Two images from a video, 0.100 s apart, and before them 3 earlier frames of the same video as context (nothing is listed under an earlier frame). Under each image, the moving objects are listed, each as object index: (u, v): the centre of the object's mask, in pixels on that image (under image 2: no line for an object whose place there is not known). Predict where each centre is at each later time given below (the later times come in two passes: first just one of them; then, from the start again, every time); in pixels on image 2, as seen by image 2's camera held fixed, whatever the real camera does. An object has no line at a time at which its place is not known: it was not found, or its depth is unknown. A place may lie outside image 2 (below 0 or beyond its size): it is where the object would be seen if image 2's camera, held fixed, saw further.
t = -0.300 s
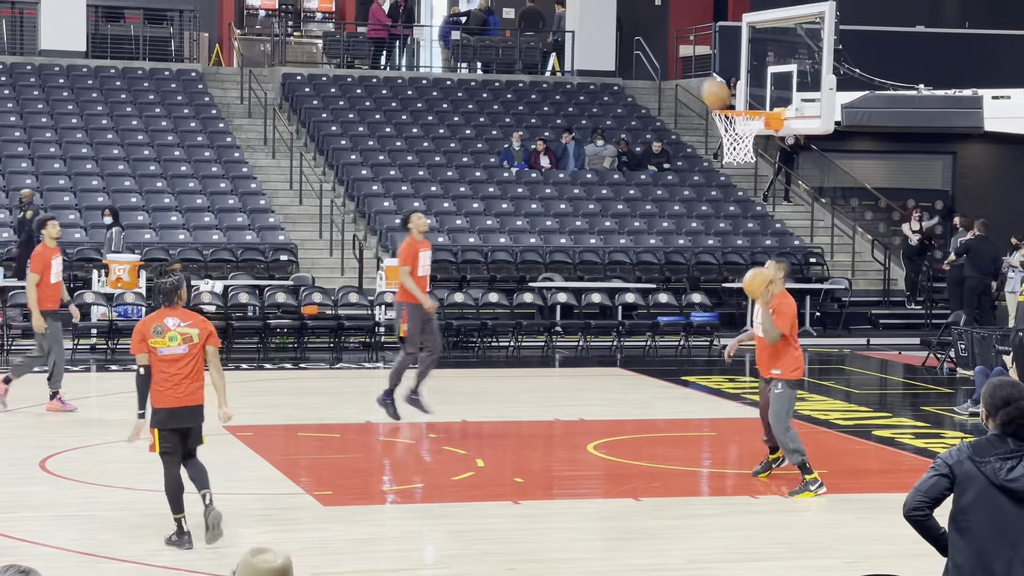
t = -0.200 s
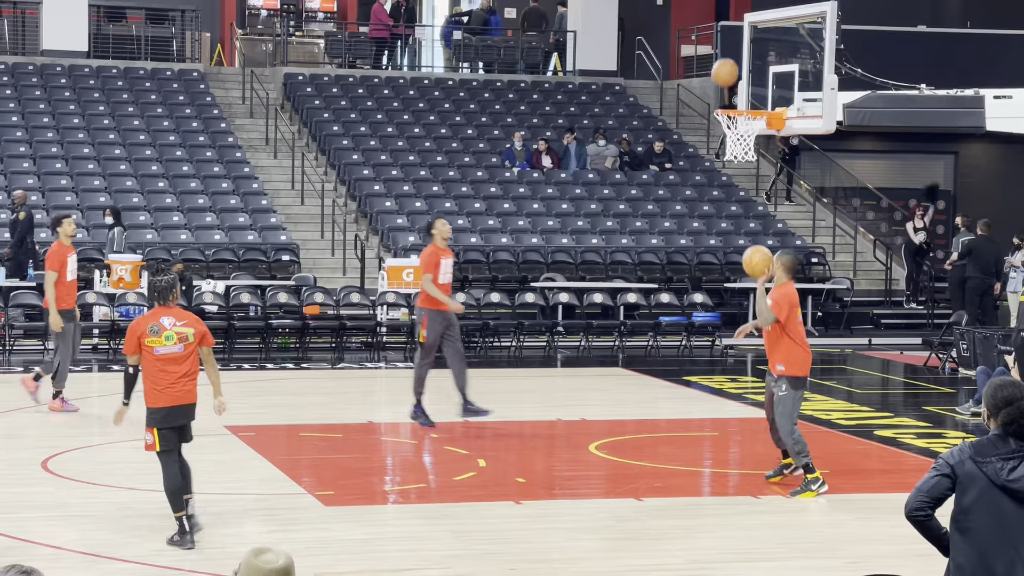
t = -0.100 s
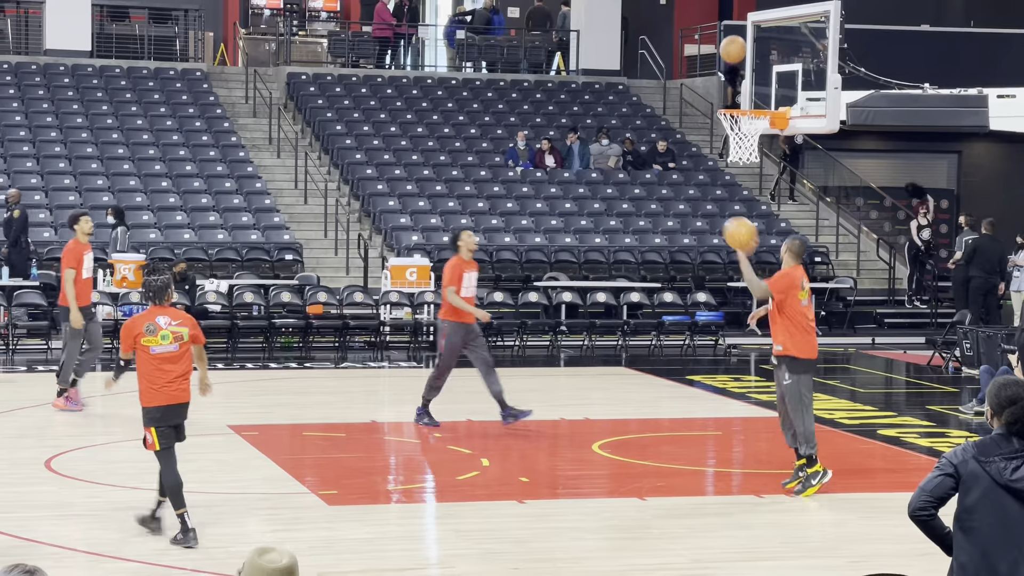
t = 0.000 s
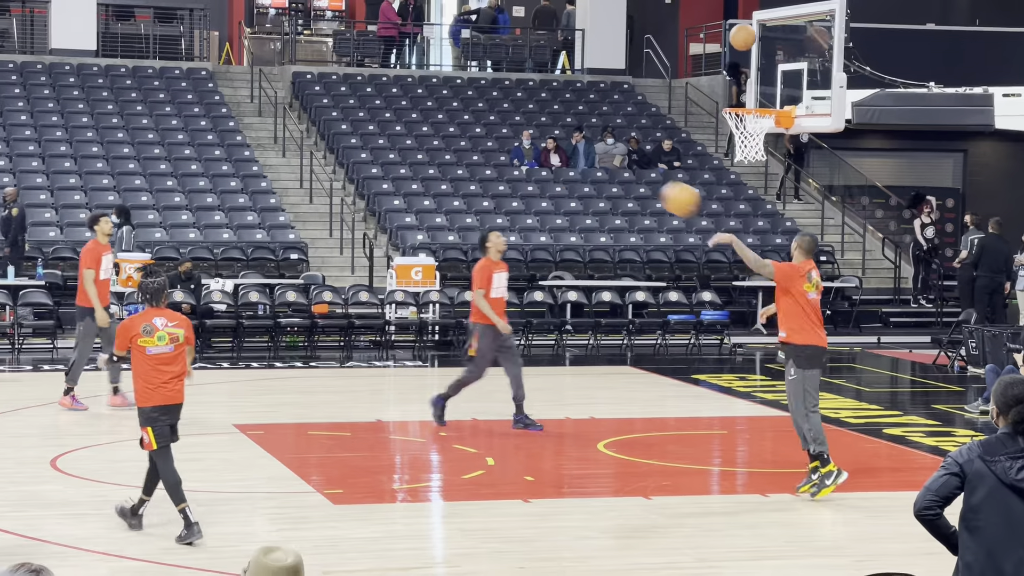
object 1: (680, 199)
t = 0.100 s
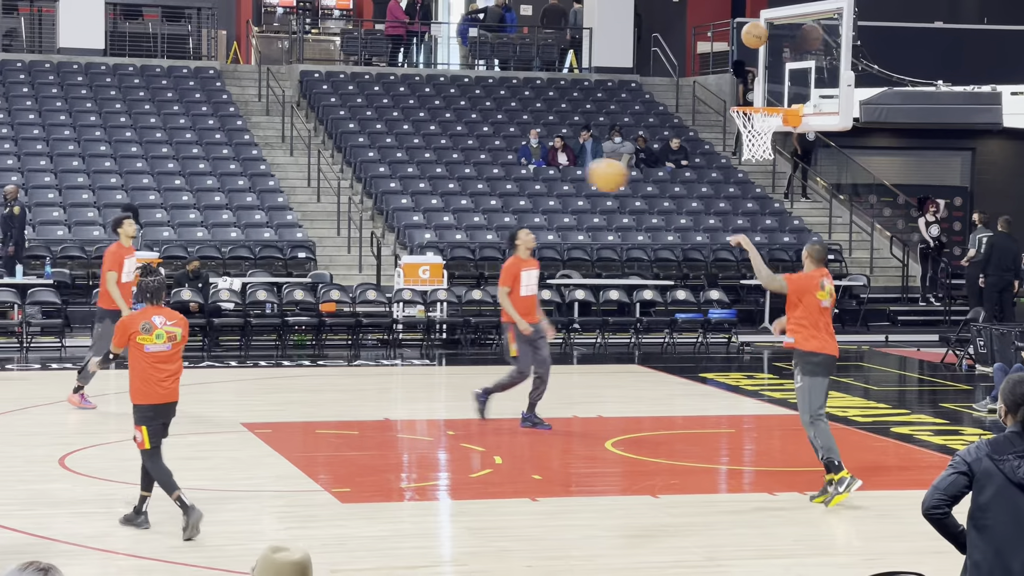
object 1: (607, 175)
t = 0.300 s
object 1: (437, 170)
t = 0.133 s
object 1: (580, 171)
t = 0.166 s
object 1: (552, 168)
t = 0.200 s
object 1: (524, 166)
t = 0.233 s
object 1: (496, 165)
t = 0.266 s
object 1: (467, 167)
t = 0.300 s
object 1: (437, 170)
